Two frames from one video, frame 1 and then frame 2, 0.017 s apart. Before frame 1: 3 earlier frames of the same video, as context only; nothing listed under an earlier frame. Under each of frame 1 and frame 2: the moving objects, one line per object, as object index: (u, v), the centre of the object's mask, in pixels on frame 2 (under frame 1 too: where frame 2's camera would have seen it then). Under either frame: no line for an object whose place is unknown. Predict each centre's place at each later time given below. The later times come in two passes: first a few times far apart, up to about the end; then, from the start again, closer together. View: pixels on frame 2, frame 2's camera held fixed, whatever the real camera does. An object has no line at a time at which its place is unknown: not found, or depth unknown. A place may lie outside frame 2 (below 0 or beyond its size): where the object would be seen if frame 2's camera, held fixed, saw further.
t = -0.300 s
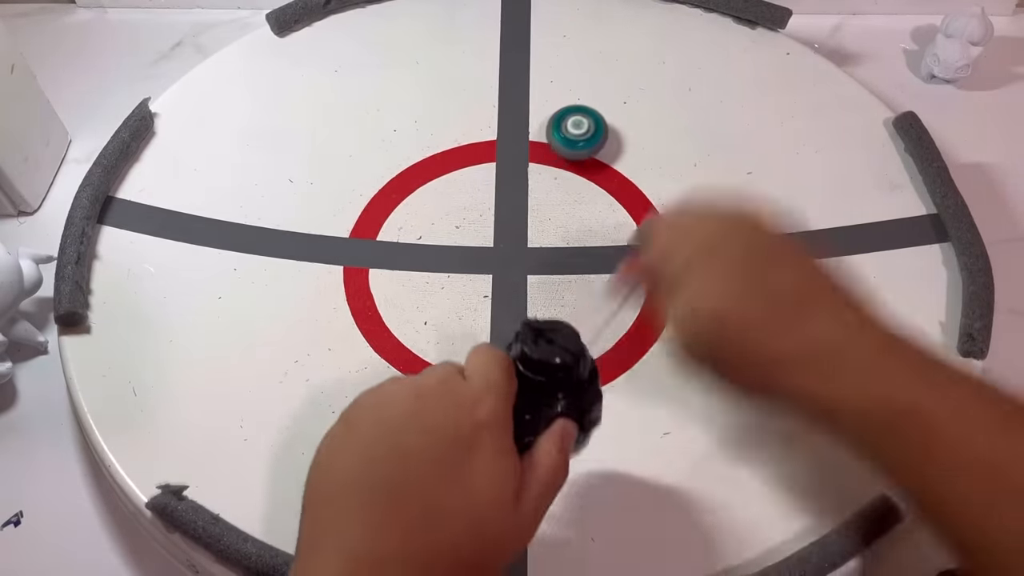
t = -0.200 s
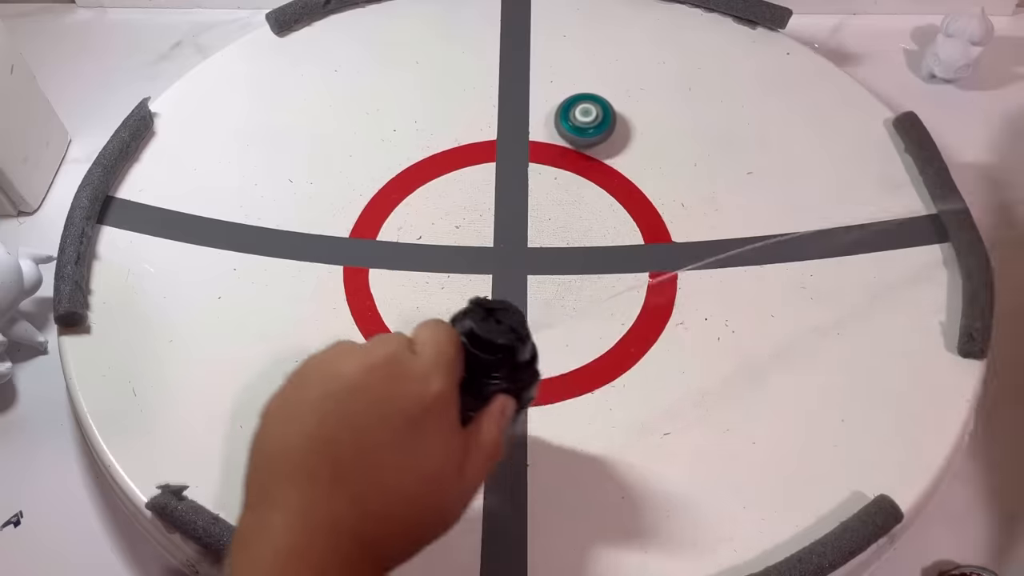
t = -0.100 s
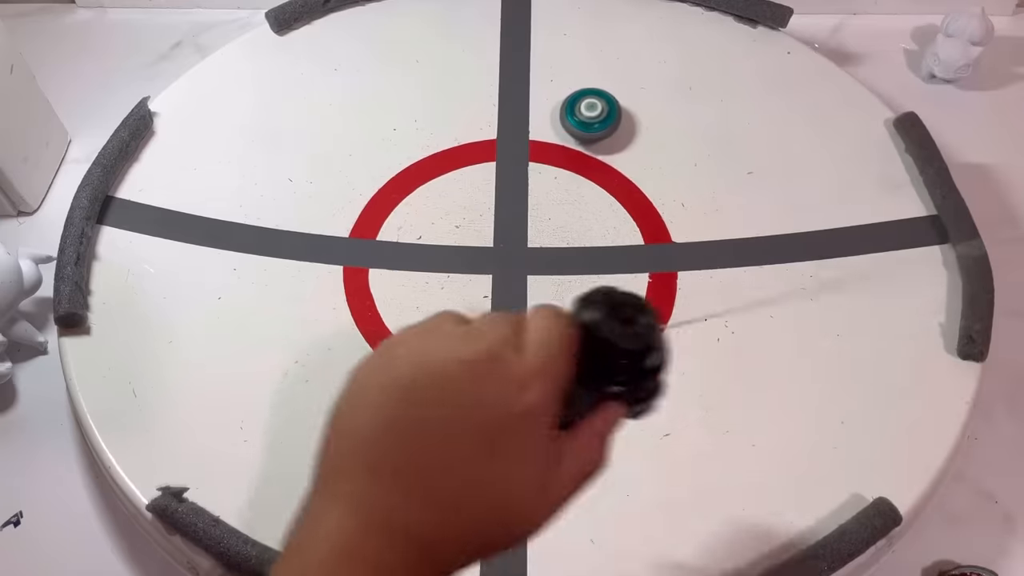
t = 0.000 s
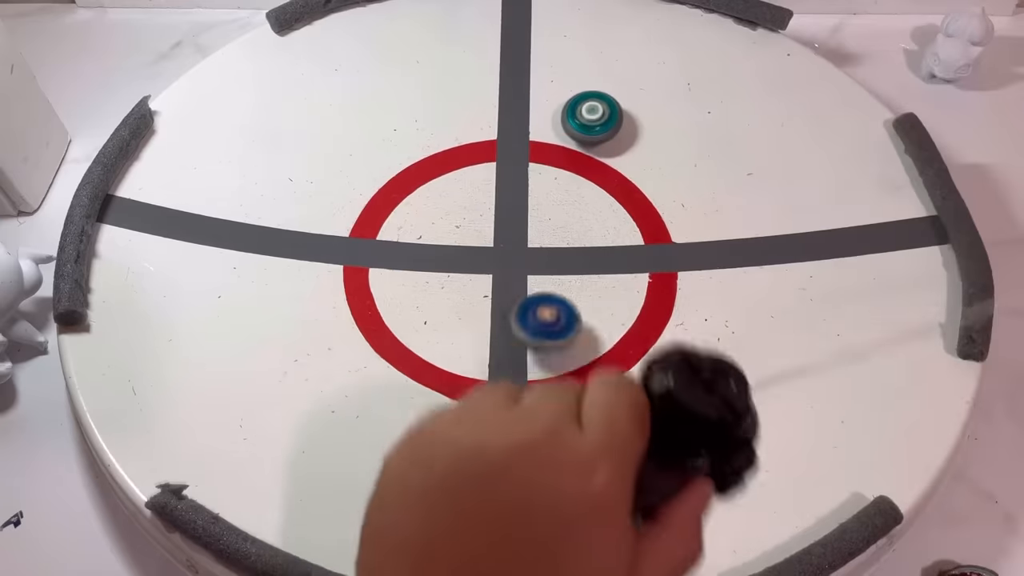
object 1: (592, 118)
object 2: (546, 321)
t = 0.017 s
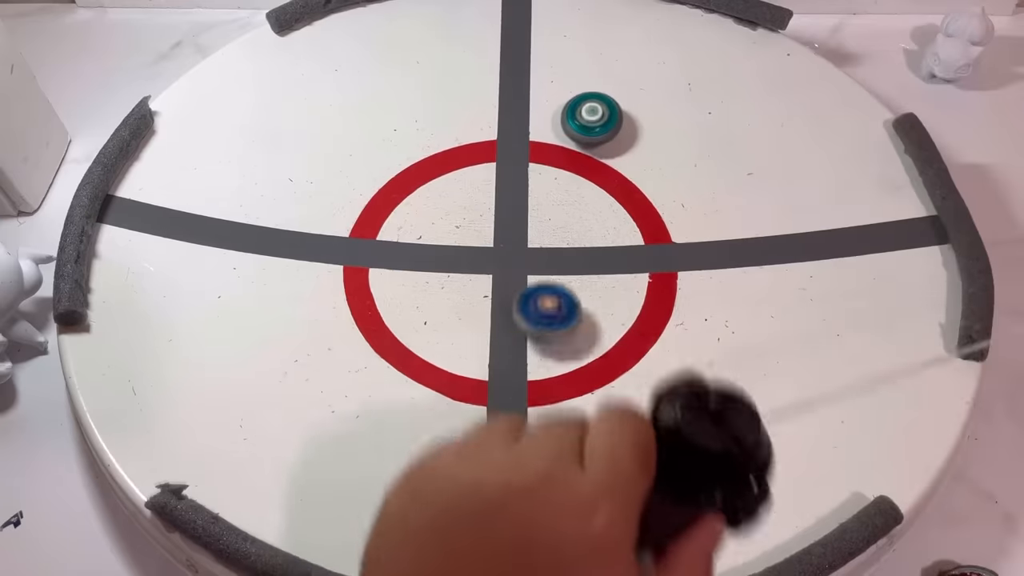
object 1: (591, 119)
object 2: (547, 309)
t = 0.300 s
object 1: (606, 149)
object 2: (353, 132)
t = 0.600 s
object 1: (646, 183)
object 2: (152, 312)
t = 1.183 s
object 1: (640, 134)
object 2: (733, 192)
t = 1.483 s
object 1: (558, 188)
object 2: (551, 76)
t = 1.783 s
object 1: (524, 281)
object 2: (401, 254)
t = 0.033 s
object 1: (592, 120)
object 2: (545, 292)
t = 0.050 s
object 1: (592, 121)
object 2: (543, 277)
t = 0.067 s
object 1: (593, 123)
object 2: (539, 261)
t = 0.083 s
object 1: (593, 124)
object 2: (535, 248)
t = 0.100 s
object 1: (593, 126)
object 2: (528, 235)
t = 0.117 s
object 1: (593, 128)
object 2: (520, 223)
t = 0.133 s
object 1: (594, 129)
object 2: (511, 210)
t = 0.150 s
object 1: (594, 131)
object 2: (500, 198)
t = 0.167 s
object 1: (595, 132)
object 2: (488, 187)
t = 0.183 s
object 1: (595, 134)
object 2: (474, 176)
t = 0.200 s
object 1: (596, 136)
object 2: (458, 165)
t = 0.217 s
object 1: (597, 138)
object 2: (442, 157)
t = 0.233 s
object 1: (598, 140)
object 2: (427, 150)
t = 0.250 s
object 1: (600, 143)
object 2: (408, 144)
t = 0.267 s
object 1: (602, 145)
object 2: (390, 139)
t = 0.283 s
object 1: (603, 147)
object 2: (372, 136)
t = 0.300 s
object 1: (606, 149)
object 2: (353, 132)
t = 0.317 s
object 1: (608, 151)
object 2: (333, 130)
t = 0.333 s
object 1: (609, 154)
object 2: (314, 129)
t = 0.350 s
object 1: (610, 156)
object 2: (294, 129)
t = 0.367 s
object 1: (611, 157)
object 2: (275, 130)
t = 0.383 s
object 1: (613, 159)
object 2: (255, 134)
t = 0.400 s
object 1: (616, 161)
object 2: (235, 138)
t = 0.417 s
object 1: (618, 163)
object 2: (217, 143)
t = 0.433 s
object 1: (620, 164)
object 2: (198, 151)
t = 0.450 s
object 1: (623, 166)
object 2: (182, 160)
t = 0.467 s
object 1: (625, 168)
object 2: (166, 169)
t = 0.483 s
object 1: (628, 170)
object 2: (152, 179)
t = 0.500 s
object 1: (631, 172)
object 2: (140, 192)
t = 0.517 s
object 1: (633, 173)
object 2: (133, 207)
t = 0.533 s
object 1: (635, 176)
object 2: (130, 229)
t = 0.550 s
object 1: (638, 177)
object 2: (131, 251)
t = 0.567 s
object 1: (640, 179)
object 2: (134, 272)
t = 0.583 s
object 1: (643, 181)
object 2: (141, 294)
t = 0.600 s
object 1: (646, 183)
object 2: (152, 312)
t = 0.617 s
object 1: (648, 185)
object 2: (165, 333)
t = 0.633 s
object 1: (650, 188)
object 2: (181, 351)
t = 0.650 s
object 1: (652, 190)
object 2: (202, 369)
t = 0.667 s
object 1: (654, 193)
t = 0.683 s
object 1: (656, 194)
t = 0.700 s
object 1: (657, 196)
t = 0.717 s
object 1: (658, 198)
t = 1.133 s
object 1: (651, 142)
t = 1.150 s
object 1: (647, 139)
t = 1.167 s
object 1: (644, 135)
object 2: (732, 205)
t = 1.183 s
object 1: (640, 134)
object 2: (733, 192)
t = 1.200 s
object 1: (635, 133)
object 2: (732, 179)
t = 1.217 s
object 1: (631, 133)
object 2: (730, 168)
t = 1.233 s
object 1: (626, 133)
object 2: (727, 157)
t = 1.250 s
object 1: (621, 134)
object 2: (723, 145)
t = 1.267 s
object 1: (616, 136)
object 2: (717, 135)
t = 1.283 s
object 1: (611, 138)
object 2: (709, 125)
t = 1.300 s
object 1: (606, 141)
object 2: (701, 116)
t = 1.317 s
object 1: (601, 144)
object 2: (691, 107)
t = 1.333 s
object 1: (595, 147)
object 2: (680, 99)
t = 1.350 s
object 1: (590, 151)
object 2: (668, 92)
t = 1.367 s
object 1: (586, 155)
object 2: (655, 86)
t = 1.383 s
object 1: (581, 159)
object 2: (642, 82)
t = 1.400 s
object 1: (577, 163)
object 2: (627, 78)
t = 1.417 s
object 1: (573, 168)
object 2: (612, 75)
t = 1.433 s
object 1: (569, 173)
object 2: (597, 74)
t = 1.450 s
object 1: (566, 177)
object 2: (581, 73)
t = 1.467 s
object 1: (561, 182)
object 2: (565, 74)
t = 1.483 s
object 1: (558, 188)
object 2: (551, 76)
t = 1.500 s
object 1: (554, 193)
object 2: (535, 79)
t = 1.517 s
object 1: (551, 198)
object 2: (520, 83)
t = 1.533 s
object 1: (546, 204)
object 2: (505, 89)
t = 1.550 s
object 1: (543, 210)
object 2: (492, 95)
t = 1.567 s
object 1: (540, 215)
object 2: (478, 102)
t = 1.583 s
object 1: (538, 221)
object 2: (466, 109)
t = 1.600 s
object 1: (536, 227)
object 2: (454, 118)
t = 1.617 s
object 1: (534, 233)
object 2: (443, 128)
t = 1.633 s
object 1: (532, 238)
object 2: (433, 138)
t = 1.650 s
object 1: (530, 243)
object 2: (424, 150)
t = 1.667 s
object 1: (528, 249)
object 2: (415, 162)
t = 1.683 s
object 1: (527, 254)
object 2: (408, 173)
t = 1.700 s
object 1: (526, 259)
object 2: (404, 186)
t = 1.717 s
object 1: (525, 264)
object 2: (402, 200)
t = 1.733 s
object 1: (525, 269)
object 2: (400, 214)
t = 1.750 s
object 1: (524, 273)
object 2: (398, 228)
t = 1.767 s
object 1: (523, 277)
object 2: (399, 241)
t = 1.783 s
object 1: (524, 281)
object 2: (401, 254)
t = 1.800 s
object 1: (525, 285)
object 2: (405, 268)
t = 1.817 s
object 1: (526, 289)
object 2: (413, 281)
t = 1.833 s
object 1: (529, 292)
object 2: (420, 292)
